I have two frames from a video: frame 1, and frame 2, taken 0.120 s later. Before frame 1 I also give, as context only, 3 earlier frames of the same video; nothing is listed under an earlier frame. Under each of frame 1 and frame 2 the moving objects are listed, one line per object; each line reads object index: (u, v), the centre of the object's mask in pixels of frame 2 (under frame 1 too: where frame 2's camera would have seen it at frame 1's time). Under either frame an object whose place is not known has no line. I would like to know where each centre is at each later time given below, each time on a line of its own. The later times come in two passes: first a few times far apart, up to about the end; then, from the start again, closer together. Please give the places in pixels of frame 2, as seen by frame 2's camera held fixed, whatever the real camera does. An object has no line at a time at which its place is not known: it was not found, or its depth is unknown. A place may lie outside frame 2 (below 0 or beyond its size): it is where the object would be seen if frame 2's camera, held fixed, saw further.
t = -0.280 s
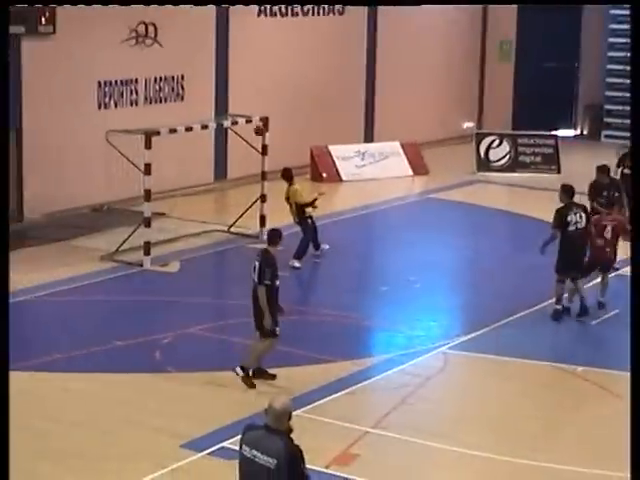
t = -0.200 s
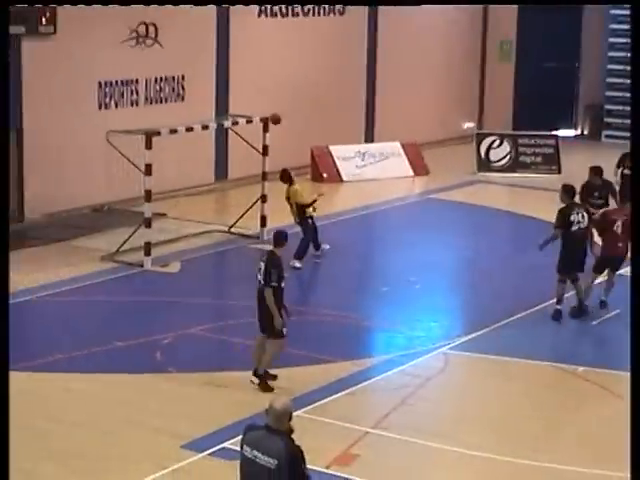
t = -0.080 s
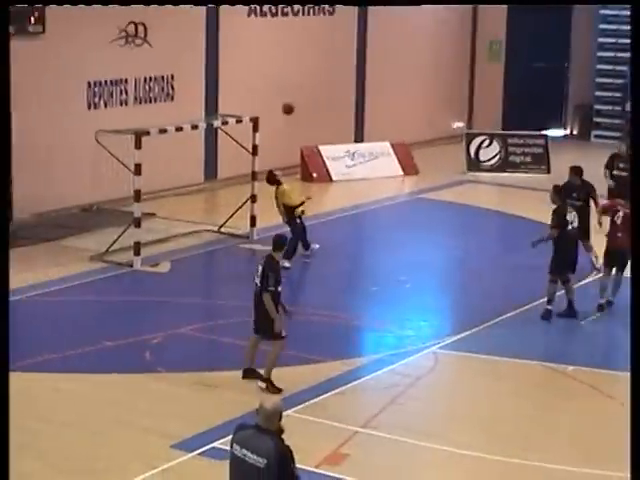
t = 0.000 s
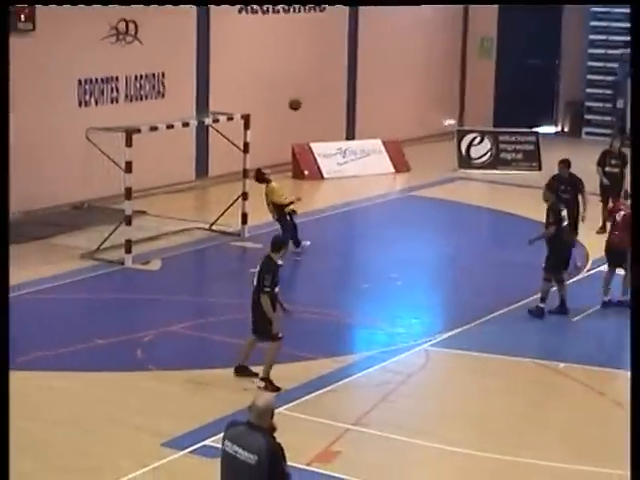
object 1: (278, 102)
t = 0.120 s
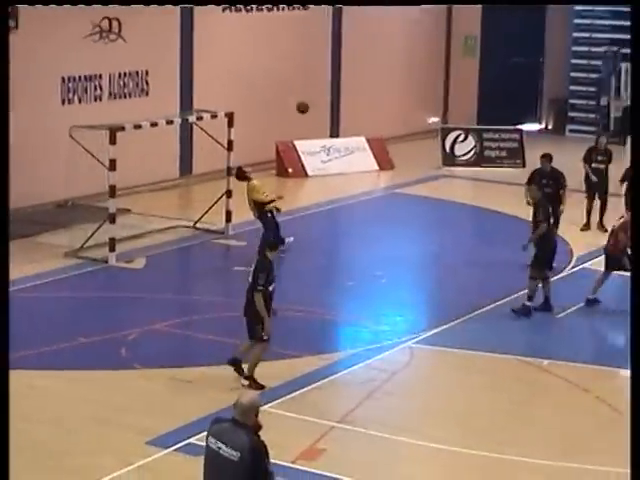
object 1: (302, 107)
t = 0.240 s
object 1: (324, 123)
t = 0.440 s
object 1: (367, 174)
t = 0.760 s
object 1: (436, 328)
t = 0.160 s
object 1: (310, 111)
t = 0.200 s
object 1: (318, 116)
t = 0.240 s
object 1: (324, 123)
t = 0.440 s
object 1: (367, 174)
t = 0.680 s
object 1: (419, 281)
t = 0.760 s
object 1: (436, 328)
